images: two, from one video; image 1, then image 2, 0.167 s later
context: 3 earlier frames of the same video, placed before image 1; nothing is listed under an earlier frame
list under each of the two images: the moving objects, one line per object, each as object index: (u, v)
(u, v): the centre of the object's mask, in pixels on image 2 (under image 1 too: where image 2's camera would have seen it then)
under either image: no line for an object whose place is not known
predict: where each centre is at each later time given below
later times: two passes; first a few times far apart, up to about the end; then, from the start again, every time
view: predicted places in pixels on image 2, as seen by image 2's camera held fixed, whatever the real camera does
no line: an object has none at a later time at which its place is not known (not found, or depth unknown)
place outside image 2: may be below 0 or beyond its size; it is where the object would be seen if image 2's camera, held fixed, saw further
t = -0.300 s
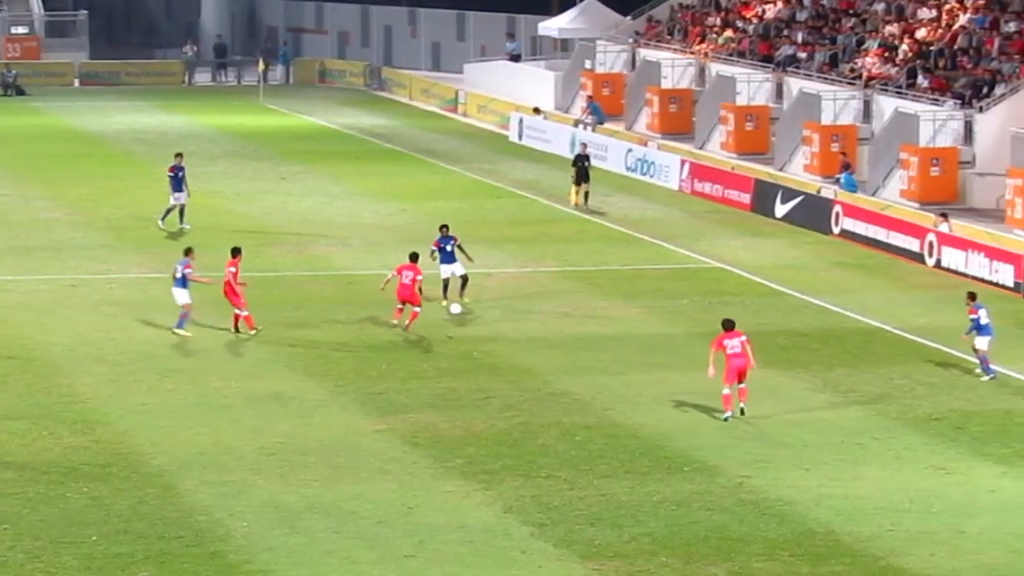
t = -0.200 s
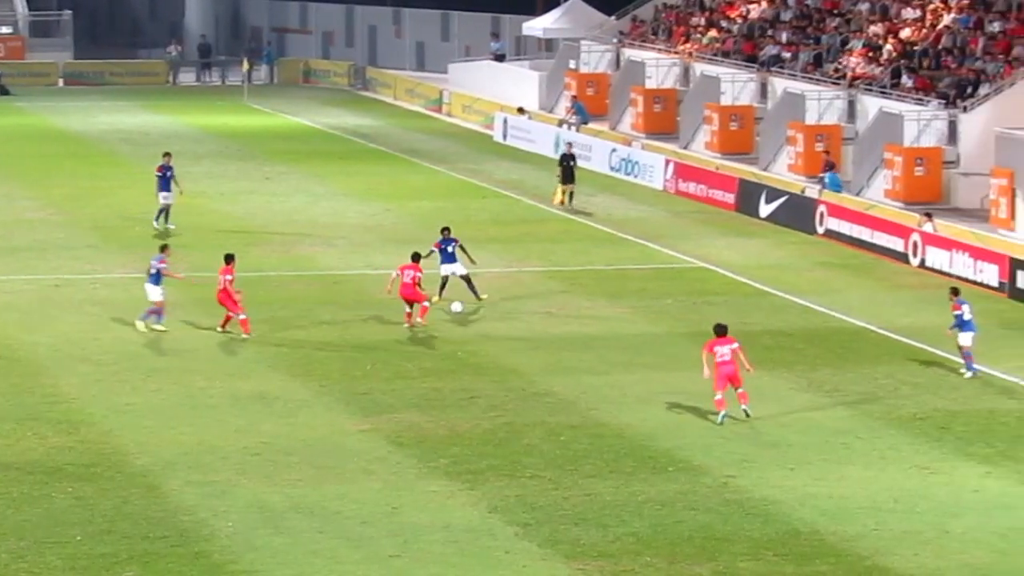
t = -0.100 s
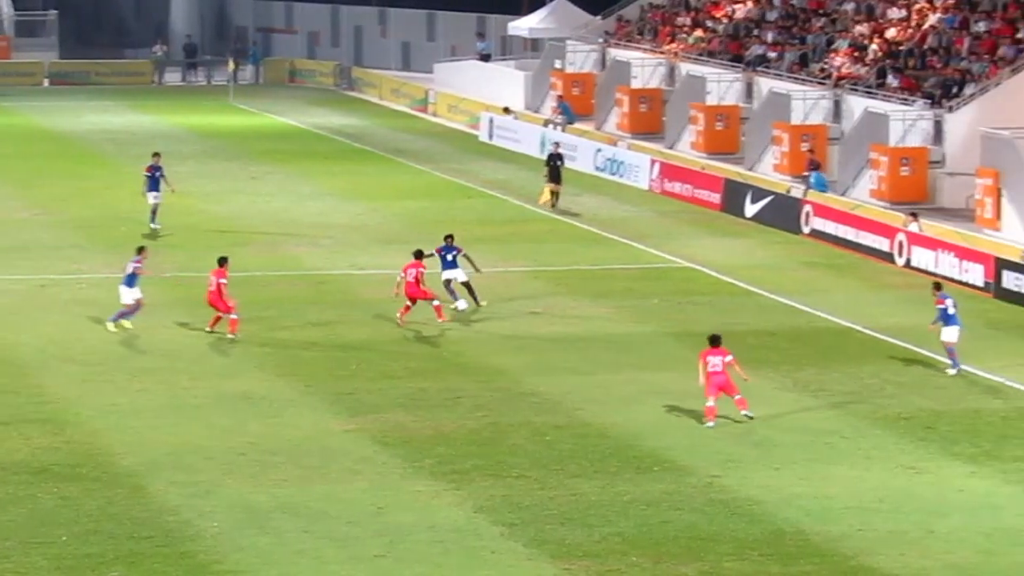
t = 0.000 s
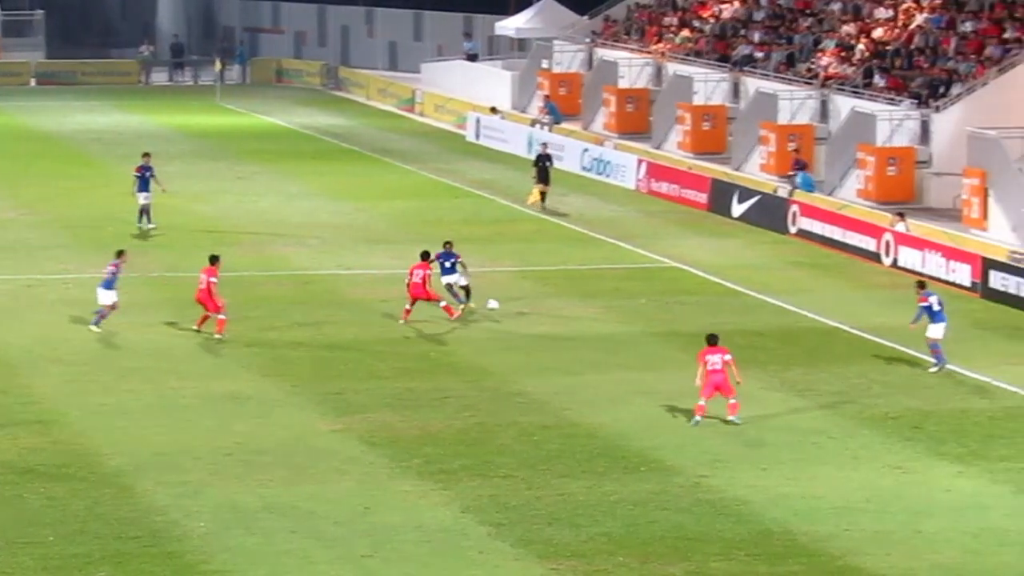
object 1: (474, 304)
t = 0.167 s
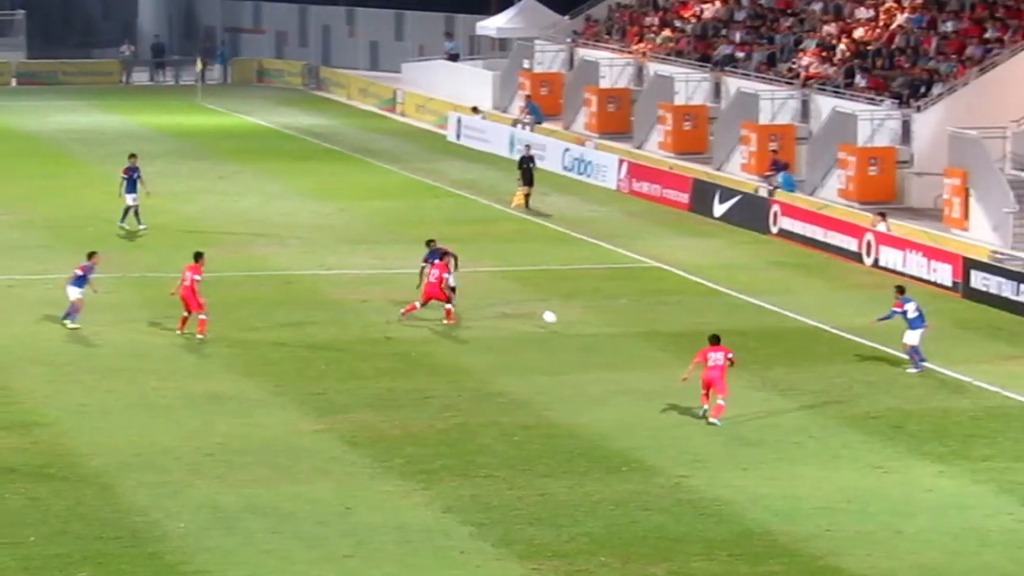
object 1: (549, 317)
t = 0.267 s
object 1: (596, 328)
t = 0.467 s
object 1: (677, 326)
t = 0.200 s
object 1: (565, 320)
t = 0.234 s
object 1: (580, 326)
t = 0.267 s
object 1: (596, 328)
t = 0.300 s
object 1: (608, 327)
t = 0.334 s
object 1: (623, 325)
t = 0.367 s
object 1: (636, 324)
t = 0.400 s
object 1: (649, 324)
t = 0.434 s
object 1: (663, 325)
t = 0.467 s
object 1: (677, 326)
